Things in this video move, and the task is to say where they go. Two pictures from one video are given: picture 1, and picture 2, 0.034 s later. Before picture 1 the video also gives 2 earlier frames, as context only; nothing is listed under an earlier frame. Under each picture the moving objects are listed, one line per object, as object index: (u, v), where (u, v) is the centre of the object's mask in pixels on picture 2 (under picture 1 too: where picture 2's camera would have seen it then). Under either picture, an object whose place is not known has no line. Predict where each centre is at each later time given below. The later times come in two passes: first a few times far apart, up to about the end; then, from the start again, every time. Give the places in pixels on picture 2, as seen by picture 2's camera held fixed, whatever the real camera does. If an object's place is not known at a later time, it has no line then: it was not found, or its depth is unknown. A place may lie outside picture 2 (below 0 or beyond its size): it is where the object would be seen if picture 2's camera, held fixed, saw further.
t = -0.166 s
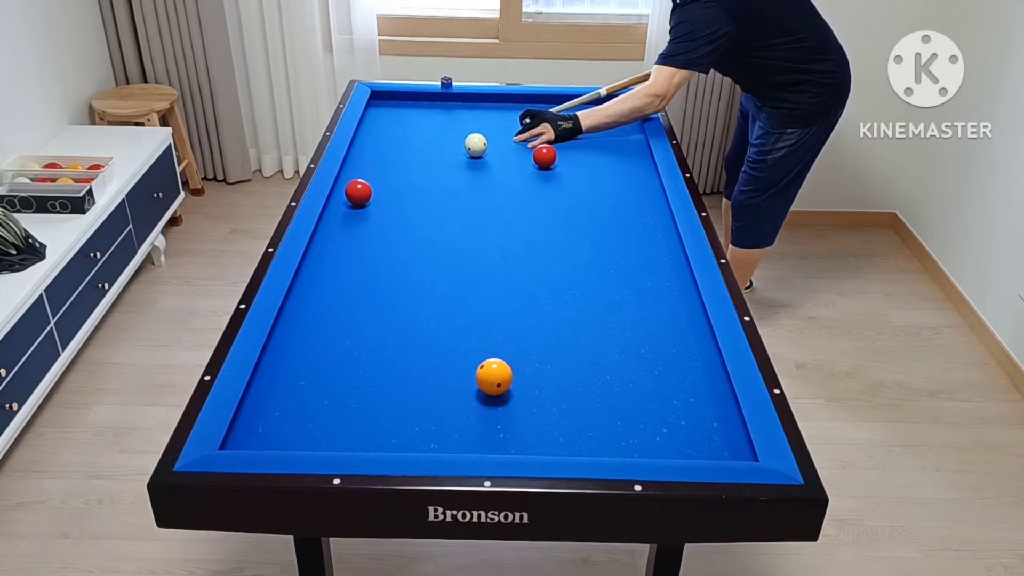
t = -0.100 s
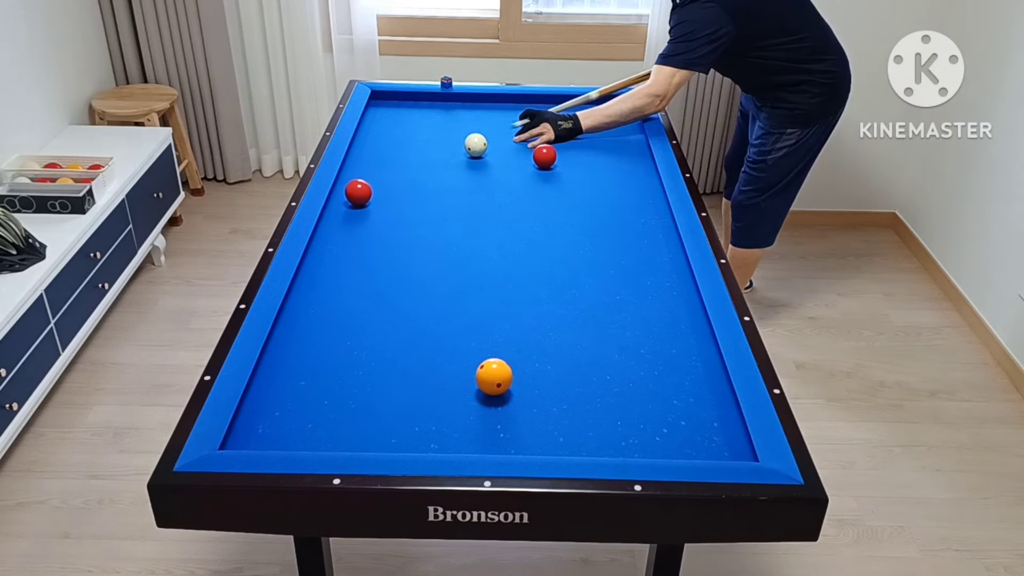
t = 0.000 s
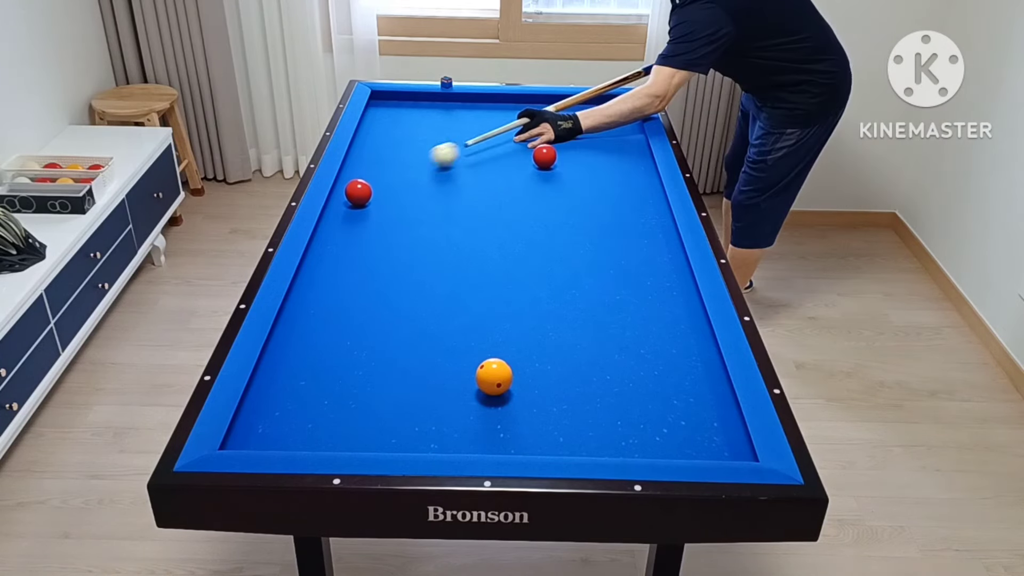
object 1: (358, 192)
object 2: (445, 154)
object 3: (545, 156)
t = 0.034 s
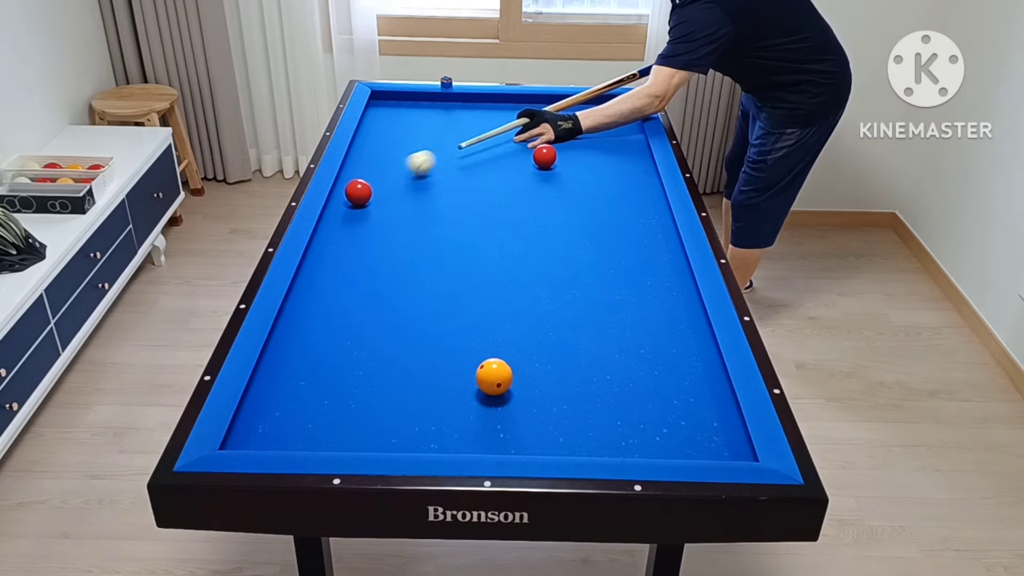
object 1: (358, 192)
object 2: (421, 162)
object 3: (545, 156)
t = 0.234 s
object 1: (332, 229)
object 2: (372, 175)
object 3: (545, 156)
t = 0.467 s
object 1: (340, 282)
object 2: (417, 171)
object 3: (545, 156)
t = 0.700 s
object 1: (349, 342)
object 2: (456, 168)
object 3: (545, 156)
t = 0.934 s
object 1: (359, 418)
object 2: (493, 165)
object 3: (545, 156)
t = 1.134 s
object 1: (387, 413)
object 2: (524, 163)
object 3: (546, 156)
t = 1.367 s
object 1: (422, 372)
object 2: (543, 166)
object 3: (556, 151)
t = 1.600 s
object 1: (453, 337)
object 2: (560, 170)
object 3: (566, 147)
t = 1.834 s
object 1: (480, 308)
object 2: (576, 175)
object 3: (576, 144)
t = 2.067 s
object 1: (504, 282)
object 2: (592, 179)
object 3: (585, 140)
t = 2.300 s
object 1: (525, 259)
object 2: (609, 183)
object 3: (594, 137)
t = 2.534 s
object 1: (545, 238)
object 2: (624, 187)
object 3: (602, 134)
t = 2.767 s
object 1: (564, 220)
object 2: (640, 191)
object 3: (610, 132)
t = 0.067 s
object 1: (358, 192)
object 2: (397, 171)
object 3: (545, 156)
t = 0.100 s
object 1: (358, 193)
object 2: (375, 177)
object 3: (545, 156)
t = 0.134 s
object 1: (351, 200)
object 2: (356, 177)
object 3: (545, 156)
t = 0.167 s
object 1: (341, 210)
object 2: (351, 178)
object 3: (545, 156)
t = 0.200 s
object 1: (332, 220)
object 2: (362, 176)
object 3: (545, 156)
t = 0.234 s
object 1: (332, 229)
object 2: (372, 175)
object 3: (545, 156)
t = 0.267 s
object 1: (334, 237)
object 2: (380, 174)
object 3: (545, 156)
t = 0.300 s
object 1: (335, 244)
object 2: (387, 173)
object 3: (545, 156)
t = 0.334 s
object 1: (336, 252)
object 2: (394, 172)
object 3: (545, 156)
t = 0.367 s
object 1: (337, 259)
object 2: (400, 172)
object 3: (545, 156)
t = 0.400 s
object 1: (338, 266)
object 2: (405, 171)
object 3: (545, 156)
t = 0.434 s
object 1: (339, 274)
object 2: (411, 171)
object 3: (545, 156)
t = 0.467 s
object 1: (340, 282)
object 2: (417, 171)
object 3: (545, 156)
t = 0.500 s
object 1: (341, 289)
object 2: (423, 170)
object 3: (545, 156)
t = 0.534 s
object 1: (343, 298)
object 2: (429, 170)
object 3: (545, 156)
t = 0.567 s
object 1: (344, 306)
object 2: (434, 170)
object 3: (545, 156)
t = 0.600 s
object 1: (345, 315)
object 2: (440, 169)
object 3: (545, 156)
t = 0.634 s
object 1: (346, 324)
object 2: (445, 169)
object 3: (545, 156)
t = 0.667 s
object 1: (347, 333)
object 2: (451, 168)
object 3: (545, 156)
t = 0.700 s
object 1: (349, 342)
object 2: (456, 168)
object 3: (545, 156)
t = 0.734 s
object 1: (350, 352)
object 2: (462, 167)
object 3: (545, 156)
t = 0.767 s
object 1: (352, 362)
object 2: (467, 167)
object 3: (545, 156)
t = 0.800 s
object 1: (353, 373)
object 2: (472, 166)
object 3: (545, 156)
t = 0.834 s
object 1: (354, 384)
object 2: (478, 166)
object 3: (545, 156)
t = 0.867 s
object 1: (356, 395)
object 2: (483, 166)
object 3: (545, 156)
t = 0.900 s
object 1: (357, 406)
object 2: (488, 165)
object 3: (545, 156)
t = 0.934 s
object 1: (359, 418)
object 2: (493, 165)
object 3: (545, 156)
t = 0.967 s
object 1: (361, 431)
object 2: (498, 164)
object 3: (545, 156)
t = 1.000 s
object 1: (363, 438)
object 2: (504, 164)
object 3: (545, 156)
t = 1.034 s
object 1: (369, 433)
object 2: (509, 164)
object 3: (545, 156)
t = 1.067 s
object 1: (375, 425)
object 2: (514, 163)
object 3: (545, 156)
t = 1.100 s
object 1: (381, 419)
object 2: (519, 163)
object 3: (545, 156)
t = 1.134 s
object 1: (387, 413)
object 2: (524, 163)
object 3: (546, 156)
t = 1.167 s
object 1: (392, 406)
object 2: (528, 162)
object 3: (547, 155)
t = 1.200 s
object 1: (397, 400)
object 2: (531, 163)
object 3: (549, 154)
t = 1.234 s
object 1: (403, 394)
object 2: (533, 164)
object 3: (550, 153)
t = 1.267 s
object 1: (408, 388)
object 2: (536, 164)
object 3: (552, 153)
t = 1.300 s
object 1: (413, 383)
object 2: (538, 165)
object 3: (553, 152)
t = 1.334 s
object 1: (417, 377)
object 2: (541, 165)
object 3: (555, 151)
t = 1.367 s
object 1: (422, 372)
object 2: (543, 166)
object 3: (556, 151)
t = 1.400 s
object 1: (427, 367)
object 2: (546, 166)
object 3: (558, 150)
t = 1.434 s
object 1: (432, 361)
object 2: (548, 167)
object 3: (559, 149)
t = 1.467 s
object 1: (436, 356)
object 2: (550, 168)
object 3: (561, 149)
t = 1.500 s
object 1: (440, 351)
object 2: (553, 168)
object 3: (562, 148)
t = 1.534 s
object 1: (445, 347)
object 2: (555, 169)
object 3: (563, 148)
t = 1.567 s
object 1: (449, 342)
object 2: (558, 170)
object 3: (565, 148)
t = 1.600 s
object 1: (453, 337)
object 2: (560, 170)
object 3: (566, 147)
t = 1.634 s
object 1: (457, 333)
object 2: (562, 171)
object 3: (567, 147)
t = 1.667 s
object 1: (461, 328)
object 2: (565, 171)
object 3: (569, 146)
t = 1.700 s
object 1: (465, 324)
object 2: (567, 172)
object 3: (570, 146)
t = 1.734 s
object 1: (469, 320)
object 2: (569, 173)
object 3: (571, 145)
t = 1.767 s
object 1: (472, 316)
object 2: (572, 173)
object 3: (573, 145)
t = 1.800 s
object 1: (476, 312)
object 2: (574, 174)
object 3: (574, 144)
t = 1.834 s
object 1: (480, 308)
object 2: (576, 175)
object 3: (576, 144)
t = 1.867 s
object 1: (483, 304)
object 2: (579, 175)
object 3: (577, 143)
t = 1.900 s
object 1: (487, 300)
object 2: (581, 176)
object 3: (578, 143)
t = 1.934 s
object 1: (490, 296)
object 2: (583, 177)
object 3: (580, 142)
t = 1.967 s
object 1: (494, 293)
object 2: (586, 177)
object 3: (581, 142)
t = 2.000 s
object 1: (497, 289)
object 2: (588, 178)
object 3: (582, 141)
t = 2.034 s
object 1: (500, 285)
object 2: (590, 178)
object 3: (583, 140)
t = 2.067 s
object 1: (504, 282)
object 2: (592, 179)
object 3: (585, 140)
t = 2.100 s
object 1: (507, 278)
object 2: (595, 180)
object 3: (586, 140)
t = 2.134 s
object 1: (510, 275)
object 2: (597, 180)
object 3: (587, 139)
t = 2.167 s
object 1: (513, 271)
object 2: (599, 181)
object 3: (589, 139)
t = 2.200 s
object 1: (516, 268)
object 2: (602, 181)
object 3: (590, 138)
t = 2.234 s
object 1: (519, 265)
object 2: (604, 182)
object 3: (591, 138)
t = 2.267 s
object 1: (522, 262)
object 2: (606, 183)
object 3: (592, 137)
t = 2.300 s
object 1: (525, 259)
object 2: (609, 183)
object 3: (594, 137)
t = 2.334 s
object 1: (528, 256)
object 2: (611, 184)
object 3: (595, 136)
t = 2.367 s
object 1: (531, 252)
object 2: (613, 185)
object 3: (596, 136)
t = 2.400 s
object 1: (534, 250)
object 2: (615, 185)
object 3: (597, 136)
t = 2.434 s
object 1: (537, 246)
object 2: (618, 186)
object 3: (599, 135)
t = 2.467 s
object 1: (540, 244)
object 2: (620, 186)
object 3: (600, 135)
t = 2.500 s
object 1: (543, 241)
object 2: (622, 187)
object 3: (601, 134)
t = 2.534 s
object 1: (545, 238)
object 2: (624, 187)
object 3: (602, 134)
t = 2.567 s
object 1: (548, 235)
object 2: (627, 188)
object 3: (603, 134)
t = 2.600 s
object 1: (551, 232)
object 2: (629, 189)
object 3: (604, 133)
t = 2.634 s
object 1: (553, 230)
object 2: (631, 189)
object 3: (606, 133)
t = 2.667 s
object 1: (556, 227)
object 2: (634, 190)
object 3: (607, 133)
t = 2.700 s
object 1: (559, 225)
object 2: (636, 190)
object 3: (608, 132)
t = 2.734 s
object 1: (561, 222)
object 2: (638, 191)
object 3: (609, 132)
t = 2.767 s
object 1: (564, 220)
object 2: (640, 191)
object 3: (610, 132)
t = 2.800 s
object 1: (566, 217)
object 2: (643, 192)
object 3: (611, 131)
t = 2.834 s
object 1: (569, 215)
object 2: (645, 193)
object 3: (613, 131)
